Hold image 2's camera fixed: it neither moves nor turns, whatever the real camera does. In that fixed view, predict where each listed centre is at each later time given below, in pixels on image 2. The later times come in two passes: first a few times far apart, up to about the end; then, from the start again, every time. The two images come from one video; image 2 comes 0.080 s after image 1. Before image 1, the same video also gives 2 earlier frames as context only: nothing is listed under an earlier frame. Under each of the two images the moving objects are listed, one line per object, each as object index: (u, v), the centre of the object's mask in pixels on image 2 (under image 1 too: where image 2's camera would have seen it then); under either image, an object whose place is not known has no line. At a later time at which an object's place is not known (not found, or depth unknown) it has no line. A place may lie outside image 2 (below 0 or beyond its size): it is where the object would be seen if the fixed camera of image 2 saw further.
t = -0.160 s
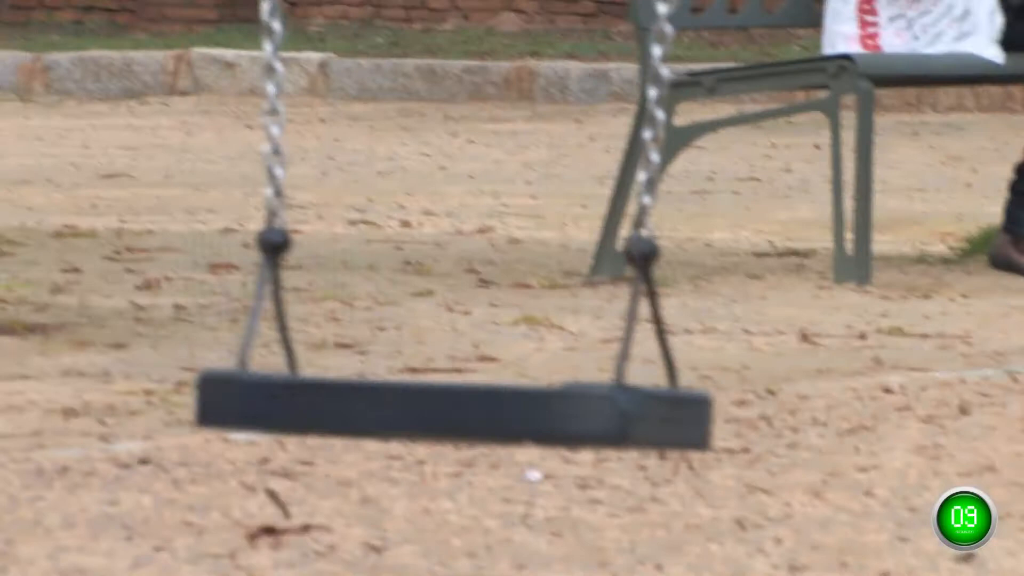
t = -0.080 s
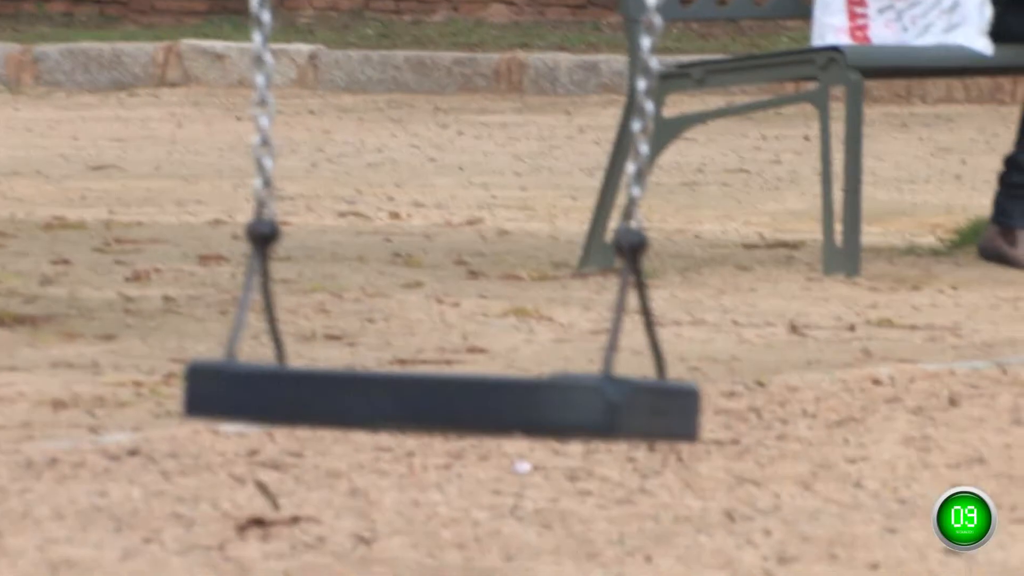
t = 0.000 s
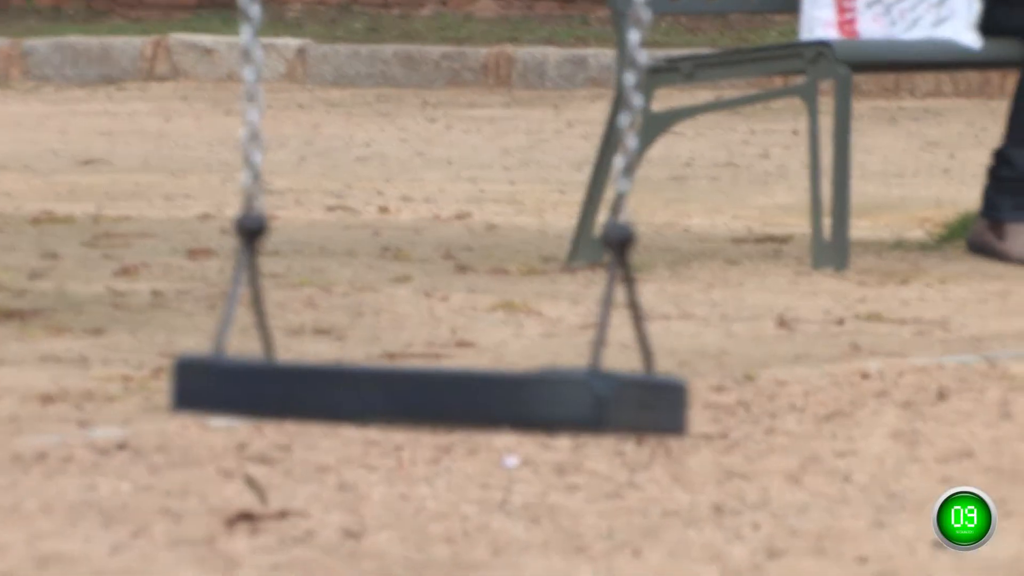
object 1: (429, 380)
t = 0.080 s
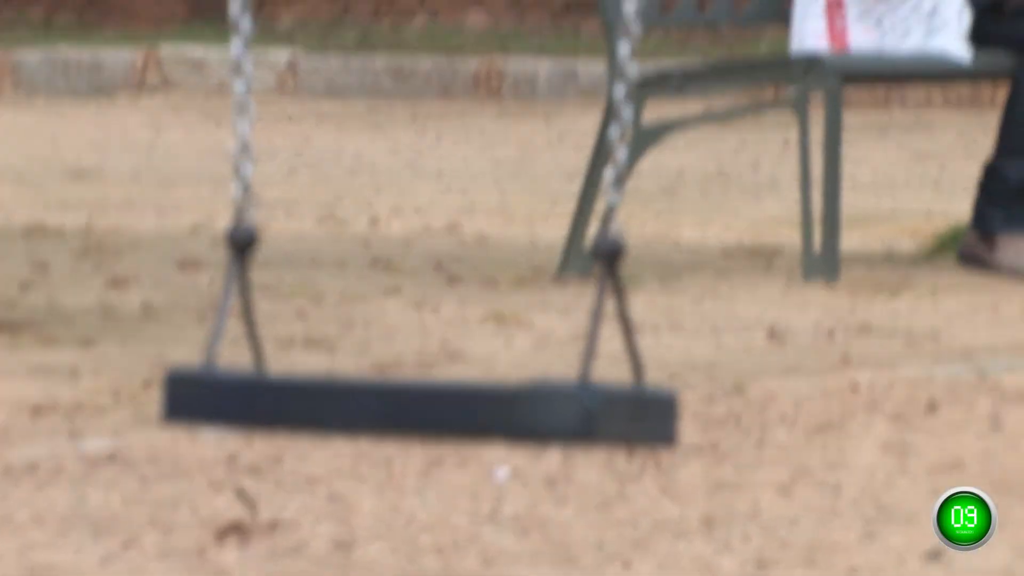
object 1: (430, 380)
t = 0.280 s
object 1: (428, 385)
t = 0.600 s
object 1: (439, 371)
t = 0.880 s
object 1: (462, 351)
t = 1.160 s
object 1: (491, 340)
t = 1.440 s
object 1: (500, 349)
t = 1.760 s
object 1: (497, 371)
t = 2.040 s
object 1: (462, 382)
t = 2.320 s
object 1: (424, 377)
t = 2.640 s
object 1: (390, 376)
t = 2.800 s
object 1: (382, 378)
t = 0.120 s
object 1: (426, 382)
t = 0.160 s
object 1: (424, 383)
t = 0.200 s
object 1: (423, 383)
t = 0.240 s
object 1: (433, 385)
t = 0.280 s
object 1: (428, 385)
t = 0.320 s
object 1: (425, 385)
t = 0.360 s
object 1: (434, 387)
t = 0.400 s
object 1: (430, 386)
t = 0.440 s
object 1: (434, 384)
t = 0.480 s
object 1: (435, 380)
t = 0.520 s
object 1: (436, 379)
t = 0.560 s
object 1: (440, 374)
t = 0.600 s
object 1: (439, 371)
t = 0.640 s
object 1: (446, 369)
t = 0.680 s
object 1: (449, 366)
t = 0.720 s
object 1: (453, 363)
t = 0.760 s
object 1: (456, 360)
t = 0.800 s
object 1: (461, 357)
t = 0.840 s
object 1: (464, 354)
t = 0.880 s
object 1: (462, 351)
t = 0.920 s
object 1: (471, 349)
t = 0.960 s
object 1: (474, 347)
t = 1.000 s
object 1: (478, 345)
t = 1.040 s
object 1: (486, 343)
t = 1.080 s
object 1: (478, 342)
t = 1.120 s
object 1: (484, 341)
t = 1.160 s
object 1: (491, 340)
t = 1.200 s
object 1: (490, 340)
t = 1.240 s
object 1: (491, 340)
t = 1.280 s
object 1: (494, 341)
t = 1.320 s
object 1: (498, 342)
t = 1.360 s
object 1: (498, 344)
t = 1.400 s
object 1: (502, 346)
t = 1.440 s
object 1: (500, 349)
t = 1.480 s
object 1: (507, 350)
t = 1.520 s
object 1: (505, 353)
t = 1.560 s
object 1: (506, 355)
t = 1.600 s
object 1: (504, 359)
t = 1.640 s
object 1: (503, 362)
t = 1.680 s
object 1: (506, 364)
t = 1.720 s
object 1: (499, 367)
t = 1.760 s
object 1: (497, 371)
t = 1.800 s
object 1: (495, 373)
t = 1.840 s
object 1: (491, 375)
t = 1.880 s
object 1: (487, 377)
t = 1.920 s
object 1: (477, 378)
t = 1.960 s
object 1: (474, 380)
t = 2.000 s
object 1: (469, 381)
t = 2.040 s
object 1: (462, 382)
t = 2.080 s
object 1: (457, 382)
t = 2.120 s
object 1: (458, 382)
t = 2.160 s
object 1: (444, 381)
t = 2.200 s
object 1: (444, 380)
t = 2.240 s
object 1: (441, 379)
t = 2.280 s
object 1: (434, 378)
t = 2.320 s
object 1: (424, 377)
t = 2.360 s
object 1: (424, 377)
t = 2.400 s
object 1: (416, 376)
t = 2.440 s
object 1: (406, 376)
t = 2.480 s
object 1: (403, 376)
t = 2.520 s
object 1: (402, 375)
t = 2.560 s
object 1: (396, 376)
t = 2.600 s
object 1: (391, 376)
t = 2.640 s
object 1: (390, 376)
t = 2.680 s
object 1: (389, 377)
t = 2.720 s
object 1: (387, 377)
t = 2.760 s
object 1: (385, 377)
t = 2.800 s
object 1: (382, 378)
